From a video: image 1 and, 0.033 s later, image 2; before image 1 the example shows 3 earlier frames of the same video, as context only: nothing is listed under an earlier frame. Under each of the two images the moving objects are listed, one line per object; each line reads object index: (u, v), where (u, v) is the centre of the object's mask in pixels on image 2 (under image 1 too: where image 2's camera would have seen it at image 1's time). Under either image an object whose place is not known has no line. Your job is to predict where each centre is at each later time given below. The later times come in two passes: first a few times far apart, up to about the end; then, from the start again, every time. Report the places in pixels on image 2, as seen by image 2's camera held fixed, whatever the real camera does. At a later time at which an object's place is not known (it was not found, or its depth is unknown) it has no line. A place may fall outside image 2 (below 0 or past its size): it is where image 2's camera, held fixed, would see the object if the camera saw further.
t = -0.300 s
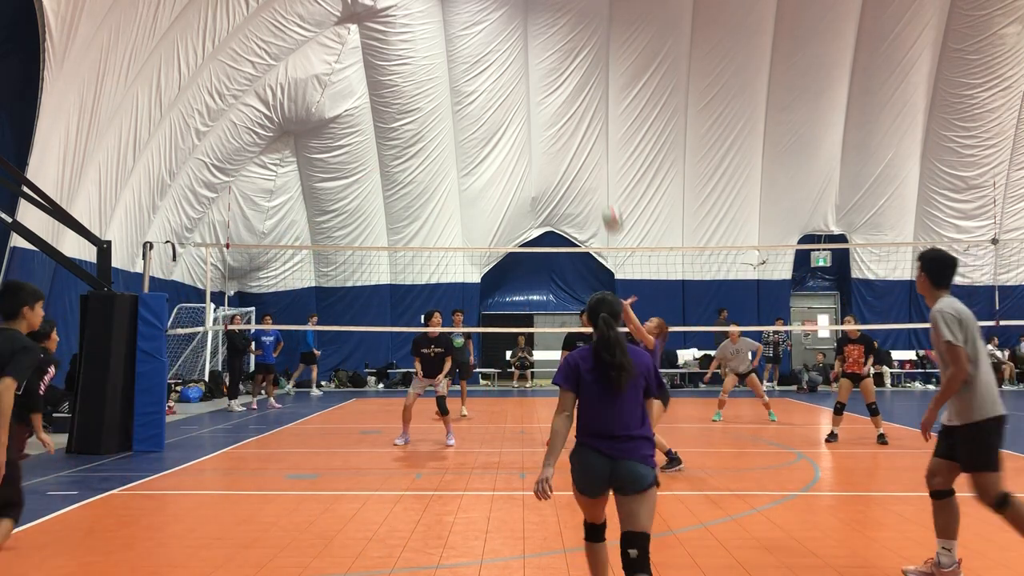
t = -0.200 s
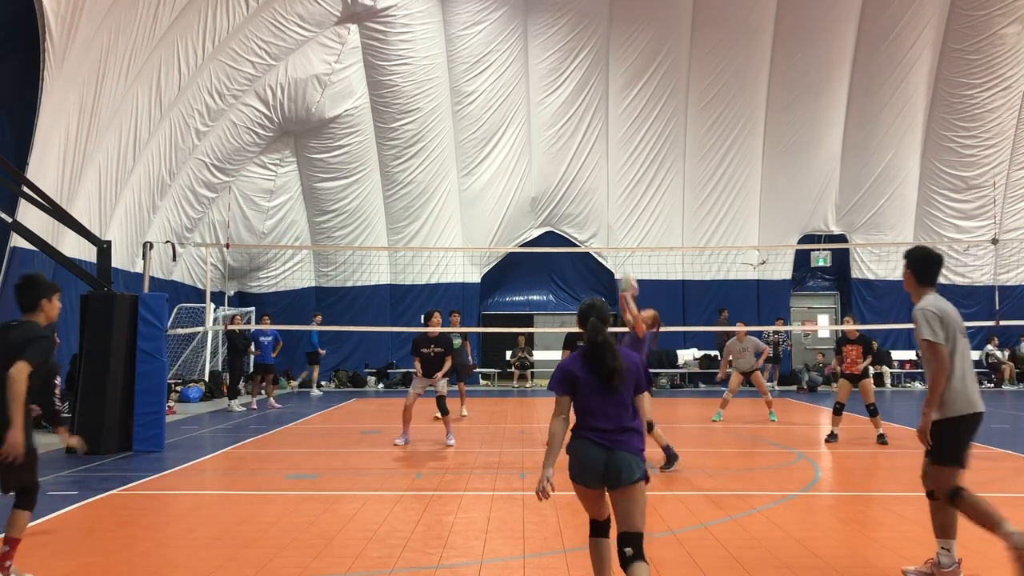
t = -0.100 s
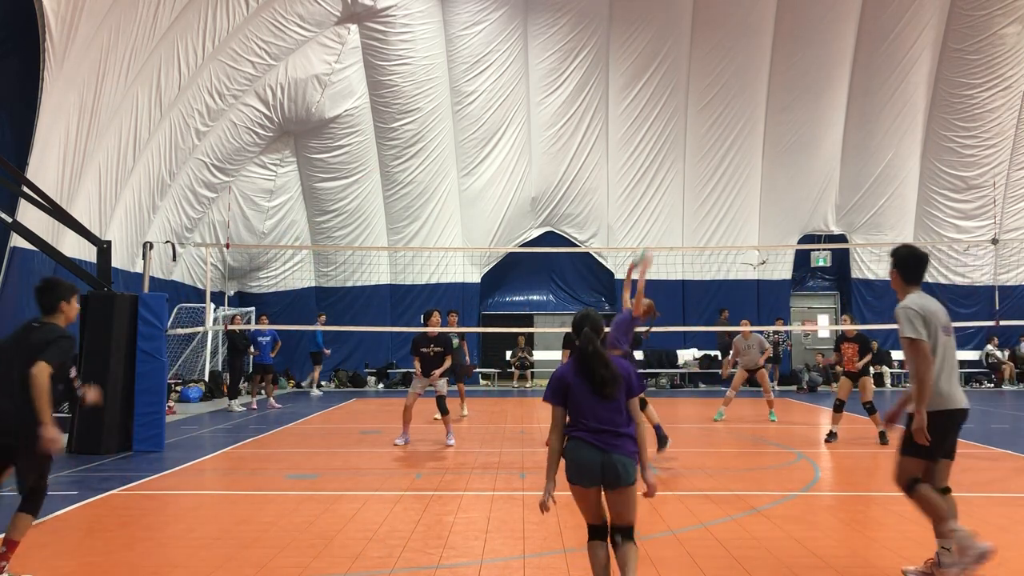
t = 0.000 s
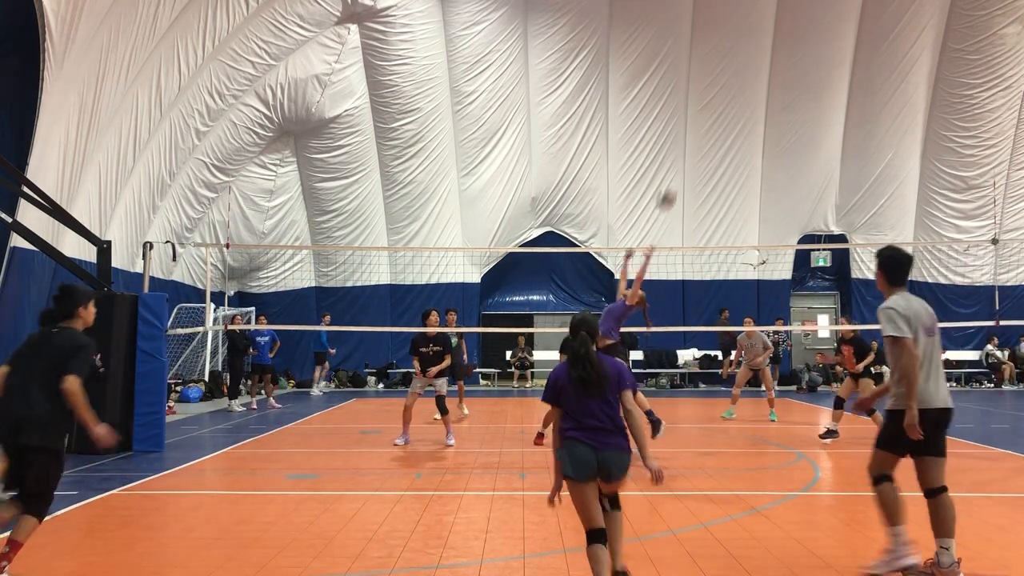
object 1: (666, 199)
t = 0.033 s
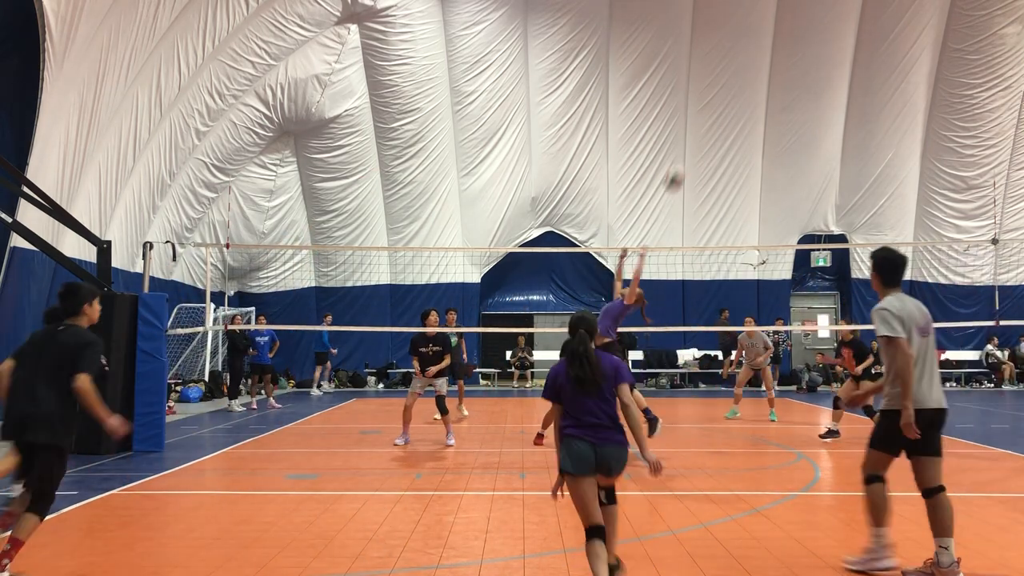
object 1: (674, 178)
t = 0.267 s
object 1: (726, 84)
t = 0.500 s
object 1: (776, 45)
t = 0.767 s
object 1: (830, 59)
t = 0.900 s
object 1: (856, 88)
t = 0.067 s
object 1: (681, 165)
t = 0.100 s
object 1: (690, 145)
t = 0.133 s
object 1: (697, 131)
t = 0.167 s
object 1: (705, 116)
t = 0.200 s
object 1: (712, 104)
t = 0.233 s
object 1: (719, 94)
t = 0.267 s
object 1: (726, 84)
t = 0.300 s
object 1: (734, 75)
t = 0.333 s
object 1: (741, 68)
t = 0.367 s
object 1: (748, 62)
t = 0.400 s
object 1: (756, 56)
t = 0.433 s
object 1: (763, 51)
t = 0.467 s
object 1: (769, 47)
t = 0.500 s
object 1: (776, 45)
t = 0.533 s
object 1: (783, 43)
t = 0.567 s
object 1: (790, 43)
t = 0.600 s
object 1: (797, 43)
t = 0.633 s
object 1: (803, 45)
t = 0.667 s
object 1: (811, 47)
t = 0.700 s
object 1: (817, 50)
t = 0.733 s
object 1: (823, 54)
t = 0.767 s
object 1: (830, 59)
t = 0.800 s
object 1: (837, 65)
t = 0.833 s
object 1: (843, 72)
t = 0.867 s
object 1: (850, 80)
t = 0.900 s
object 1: (856, 88)
